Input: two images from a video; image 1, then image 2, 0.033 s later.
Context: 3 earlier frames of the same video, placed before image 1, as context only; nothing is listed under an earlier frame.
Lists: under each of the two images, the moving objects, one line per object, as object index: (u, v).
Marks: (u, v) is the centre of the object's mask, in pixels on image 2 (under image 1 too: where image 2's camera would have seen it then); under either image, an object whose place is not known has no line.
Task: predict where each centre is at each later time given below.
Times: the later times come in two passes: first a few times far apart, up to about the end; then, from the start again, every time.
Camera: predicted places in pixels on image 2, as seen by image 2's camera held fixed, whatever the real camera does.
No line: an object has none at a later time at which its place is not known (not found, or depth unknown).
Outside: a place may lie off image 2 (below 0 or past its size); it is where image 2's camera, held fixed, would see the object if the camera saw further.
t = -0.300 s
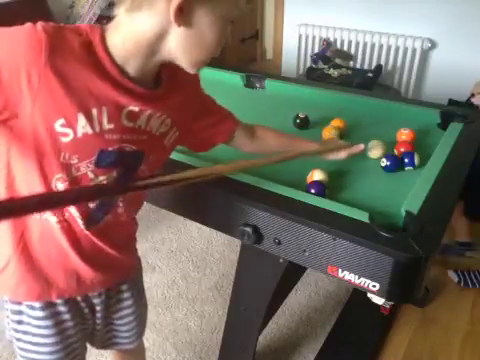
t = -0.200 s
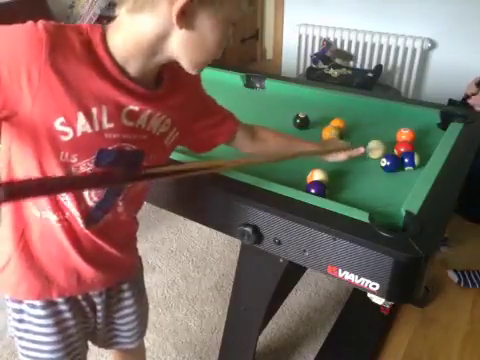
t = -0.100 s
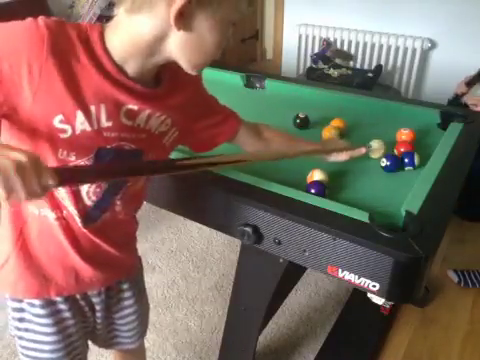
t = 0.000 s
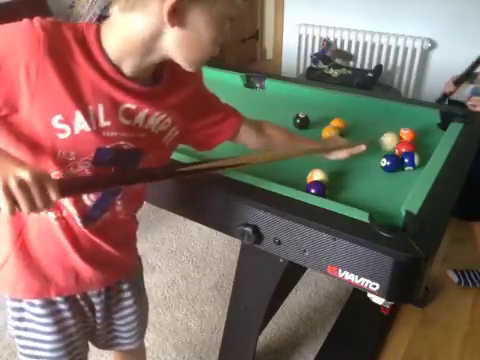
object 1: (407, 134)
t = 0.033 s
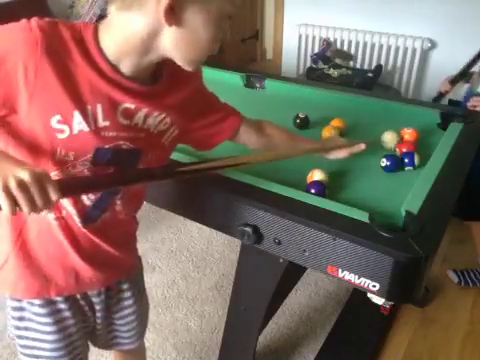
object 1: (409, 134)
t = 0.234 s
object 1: (429, 130)
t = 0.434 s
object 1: (437, 124)
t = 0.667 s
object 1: (437, 119)
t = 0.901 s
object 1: (438, 121)
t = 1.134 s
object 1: (439, 123)
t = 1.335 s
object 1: (439, 123)
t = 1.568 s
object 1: (439, 123)
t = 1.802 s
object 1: (439, 123)
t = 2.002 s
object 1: (439, 123)
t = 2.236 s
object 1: (439, 123)
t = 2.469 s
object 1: (439, 123)
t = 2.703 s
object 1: (439, 123)
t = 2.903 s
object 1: (439, 123)
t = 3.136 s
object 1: (439, 123)
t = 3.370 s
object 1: (439, 123)
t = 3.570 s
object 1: (439, 123)
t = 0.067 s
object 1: (413, 134)
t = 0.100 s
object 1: (416, 133)
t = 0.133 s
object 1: (419, 132)
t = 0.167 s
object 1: (422, 132)
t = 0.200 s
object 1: (426, 131)
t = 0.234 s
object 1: (429, 130)
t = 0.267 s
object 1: (431, 129)
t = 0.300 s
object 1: (435, 128)
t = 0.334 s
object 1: (438, 127)
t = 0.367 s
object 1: (438, 126)
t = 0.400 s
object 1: (438, 125)
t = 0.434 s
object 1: (437, 124)
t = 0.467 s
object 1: (437, 123)
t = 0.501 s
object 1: (437, 122)
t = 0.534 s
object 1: (437, 121)
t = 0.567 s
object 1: (436, 120)
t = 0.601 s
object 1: (436, 120)
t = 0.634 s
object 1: (436, 119)
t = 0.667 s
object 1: (437, 119)
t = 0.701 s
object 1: (437, 119)
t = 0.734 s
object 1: (437, 120)
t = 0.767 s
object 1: (437, 120)
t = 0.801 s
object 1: (438, 120)
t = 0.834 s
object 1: (438, 120)
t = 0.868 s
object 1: (438, 121)
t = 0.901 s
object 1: (438, 121)
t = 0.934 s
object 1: (438, 121)
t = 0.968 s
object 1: (439, 121)
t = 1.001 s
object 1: (439, 122)
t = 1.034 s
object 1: (439, 122)
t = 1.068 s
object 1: (439, 122)
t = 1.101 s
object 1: (439, 122)
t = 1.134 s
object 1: (439, 123)
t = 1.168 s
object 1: (439, 123)
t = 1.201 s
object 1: (439, 123)
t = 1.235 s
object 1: (439, 123)
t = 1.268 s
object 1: (439, 123)
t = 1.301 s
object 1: (439, 123)
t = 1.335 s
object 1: (439, 123)
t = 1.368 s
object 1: (439, 123)
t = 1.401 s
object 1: (440, 123)
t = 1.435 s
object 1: (439, 123)
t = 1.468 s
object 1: (439, 123)
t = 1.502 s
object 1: (439, 123)
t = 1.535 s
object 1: (439, 123)
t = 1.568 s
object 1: (439, 123)
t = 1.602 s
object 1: (439, 123)
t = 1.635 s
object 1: (439, 123)
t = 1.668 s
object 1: (439, 123)
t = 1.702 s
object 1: (439, 123)
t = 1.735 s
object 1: (439, 123)
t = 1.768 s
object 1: (439, 123)
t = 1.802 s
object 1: (439, 123)
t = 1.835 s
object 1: (439, 123)
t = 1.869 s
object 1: (439, 123)
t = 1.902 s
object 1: (439, 123)
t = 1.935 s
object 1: (439, 123)
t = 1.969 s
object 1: (439, 123)
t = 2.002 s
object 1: (439, 123)
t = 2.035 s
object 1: (439, 123)
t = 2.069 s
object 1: (439, 123)
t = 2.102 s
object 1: (439, 123)
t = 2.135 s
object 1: (439, 123)
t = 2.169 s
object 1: (439, 123)
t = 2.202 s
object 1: (439, 123)
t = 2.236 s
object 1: (439, 123)
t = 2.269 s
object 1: (439, 123)
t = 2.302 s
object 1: (439, 123)
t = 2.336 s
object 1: (439, 123)
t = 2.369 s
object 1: (439, 123)
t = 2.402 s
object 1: (439, 123)
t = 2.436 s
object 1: (439, 123)
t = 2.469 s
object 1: (439, 123)
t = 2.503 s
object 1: (439, 123)
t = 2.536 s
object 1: (439, 123)
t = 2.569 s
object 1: (439, 123)
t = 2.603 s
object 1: (439, 123)
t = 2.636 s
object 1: (439, 123)
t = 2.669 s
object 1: (439, 123)
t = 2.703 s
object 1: (439, 123)
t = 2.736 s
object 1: (440, 123)
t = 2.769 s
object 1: (439, 123)
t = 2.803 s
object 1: (439, 123)
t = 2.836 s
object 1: (439, 123)
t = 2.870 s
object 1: (440, 123)
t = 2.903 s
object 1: (439, 123)
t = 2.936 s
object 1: (439, 123)
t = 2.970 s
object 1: (440, 123)
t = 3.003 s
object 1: (439, 123)
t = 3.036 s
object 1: (440, 123)
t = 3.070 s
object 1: (439, 123)
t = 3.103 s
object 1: (439, 123)
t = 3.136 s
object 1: (439, 123)
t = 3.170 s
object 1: (439, 123)
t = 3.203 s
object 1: (439, 123)
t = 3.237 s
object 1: (439, 123)
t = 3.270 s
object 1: (439, 123)
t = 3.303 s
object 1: (439, 123)
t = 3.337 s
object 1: (439, 123)
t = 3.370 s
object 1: (439, 123)
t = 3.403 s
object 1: (439, 123)
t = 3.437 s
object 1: (439, 123)
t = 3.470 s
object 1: (439, 123)
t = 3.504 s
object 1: (439, 123)
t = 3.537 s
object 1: (439, 122)
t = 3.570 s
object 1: (439, 123)
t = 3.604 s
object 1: (439, 123)
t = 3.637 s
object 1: (439, 123)
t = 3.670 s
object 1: (439, 123)
